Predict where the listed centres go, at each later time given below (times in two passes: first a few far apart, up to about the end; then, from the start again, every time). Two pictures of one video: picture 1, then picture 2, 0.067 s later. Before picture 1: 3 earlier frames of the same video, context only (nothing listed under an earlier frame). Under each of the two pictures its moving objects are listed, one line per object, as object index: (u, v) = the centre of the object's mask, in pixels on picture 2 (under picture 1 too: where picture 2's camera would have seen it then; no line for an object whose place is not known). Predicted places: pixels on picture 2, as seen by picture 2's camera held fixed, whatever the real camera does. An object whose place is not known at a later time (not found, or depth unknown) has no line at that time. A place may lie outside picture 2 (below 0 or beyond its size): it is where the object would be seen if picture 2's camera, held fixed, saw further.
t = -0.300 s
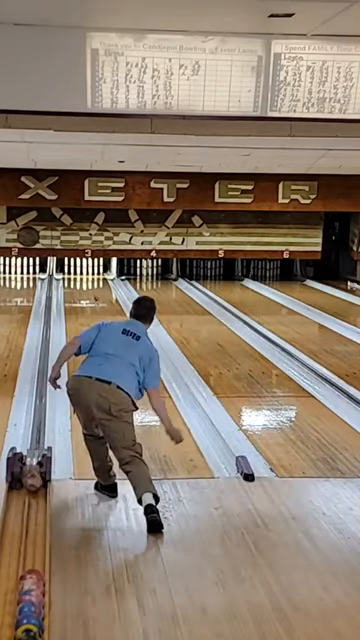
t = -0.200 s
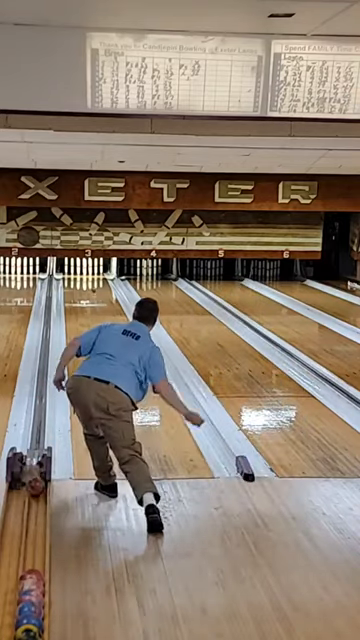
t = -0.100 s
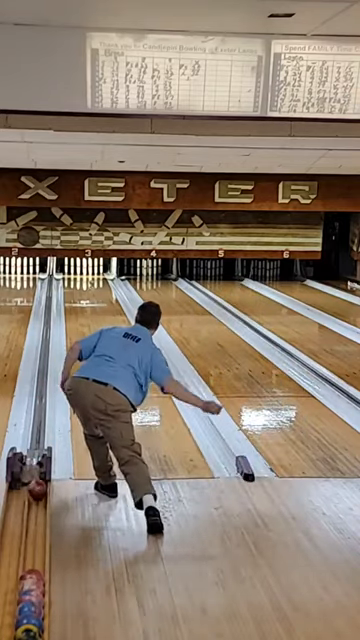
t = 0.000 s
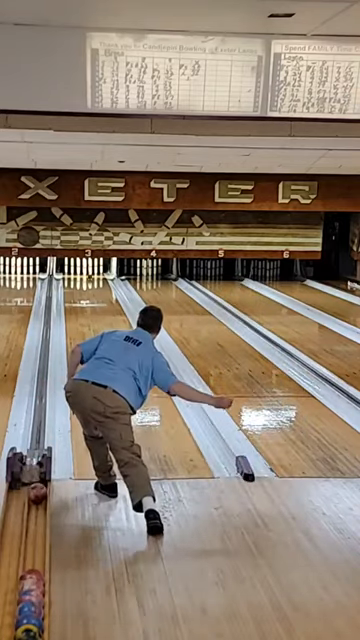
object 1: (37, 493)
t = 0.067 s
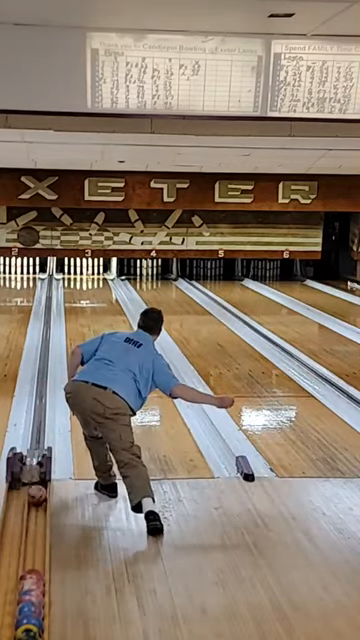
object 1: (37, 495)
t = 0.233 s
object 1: (36, 503)
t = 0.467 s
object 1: (36, 510)
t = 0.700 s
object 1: (34, 519)
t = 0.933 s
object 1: (35, 531)
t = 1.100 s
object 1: (34, 540)
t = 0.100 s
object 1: (36, 496)
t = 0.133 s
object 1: (36, 497)
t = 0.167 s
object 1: (36, 498)
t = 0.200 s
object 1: (36, 502)
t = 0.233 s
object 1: (36, 503)
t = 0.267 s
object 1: (36, 504)
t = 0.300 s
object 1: (36, 505)
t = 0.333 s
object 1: (36, 506)
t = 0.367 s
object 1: (36, 507)
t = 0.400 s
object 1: (36, 507)
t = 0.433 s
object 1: (35, 508)
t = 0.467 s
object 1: (36, 510)
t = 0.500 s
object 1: (35, 512)
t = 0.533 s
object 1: (35, 514)
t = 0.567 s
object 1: (35, 514)
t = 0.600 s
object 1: (34, 515)
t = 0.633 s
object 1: (34, 516)
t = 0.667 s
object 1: (34, 517)
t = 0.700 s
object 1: (34, 519)
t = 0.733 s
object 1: (35, 521)
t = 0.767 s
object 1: (35, 523)
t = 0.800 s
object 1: (35, 524)
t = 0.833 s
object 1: (35, 526)
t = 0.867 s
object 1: (35, 528)
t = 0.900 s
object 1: (35, 530)
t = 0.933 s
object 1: (35, 531)
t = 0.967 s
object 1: (34, 532)
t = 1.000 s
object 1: (34, 534)
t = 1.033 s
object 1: (34, 536)
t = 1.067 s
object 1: (34, 538)
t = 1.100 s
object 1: (34, 540)
